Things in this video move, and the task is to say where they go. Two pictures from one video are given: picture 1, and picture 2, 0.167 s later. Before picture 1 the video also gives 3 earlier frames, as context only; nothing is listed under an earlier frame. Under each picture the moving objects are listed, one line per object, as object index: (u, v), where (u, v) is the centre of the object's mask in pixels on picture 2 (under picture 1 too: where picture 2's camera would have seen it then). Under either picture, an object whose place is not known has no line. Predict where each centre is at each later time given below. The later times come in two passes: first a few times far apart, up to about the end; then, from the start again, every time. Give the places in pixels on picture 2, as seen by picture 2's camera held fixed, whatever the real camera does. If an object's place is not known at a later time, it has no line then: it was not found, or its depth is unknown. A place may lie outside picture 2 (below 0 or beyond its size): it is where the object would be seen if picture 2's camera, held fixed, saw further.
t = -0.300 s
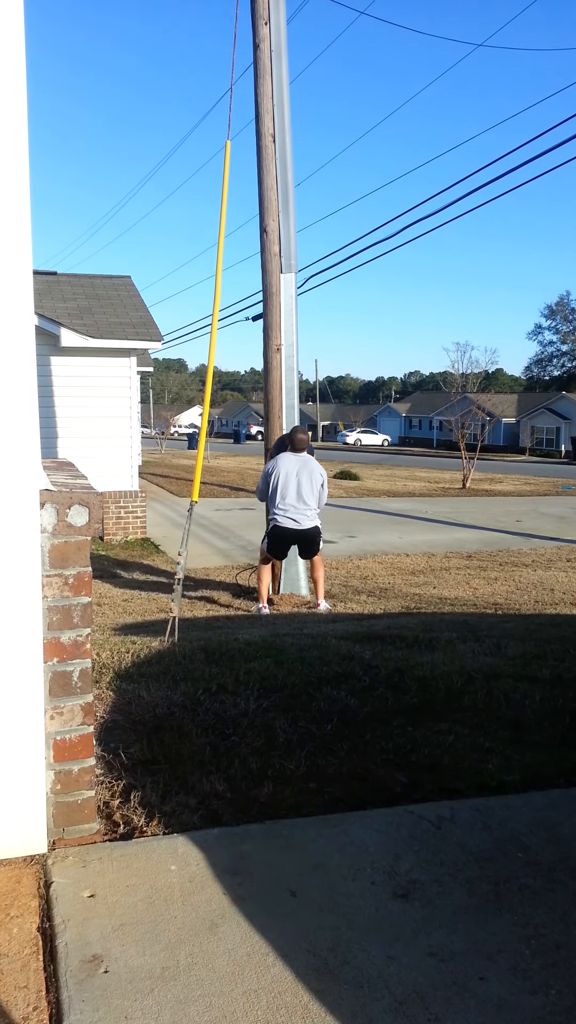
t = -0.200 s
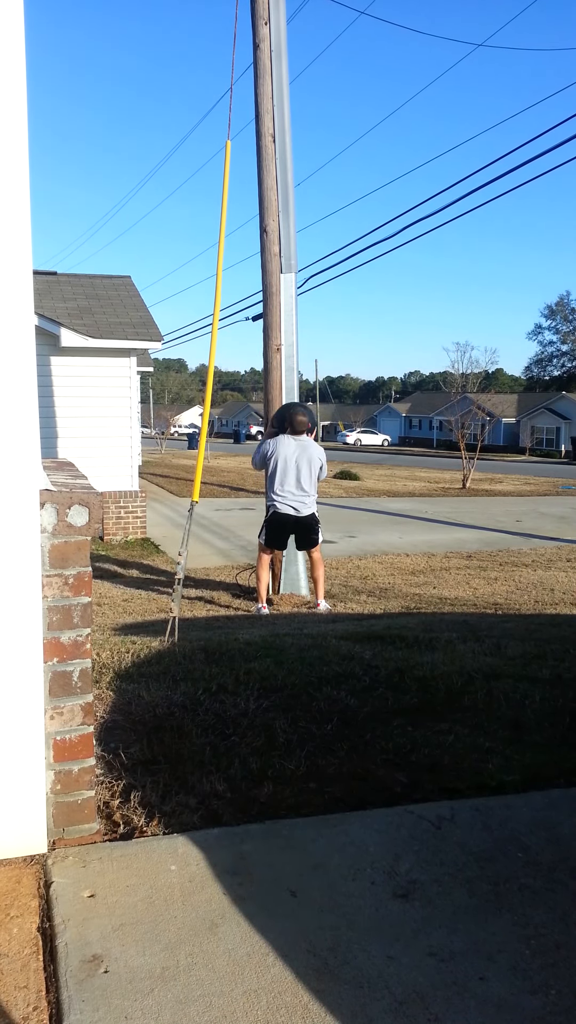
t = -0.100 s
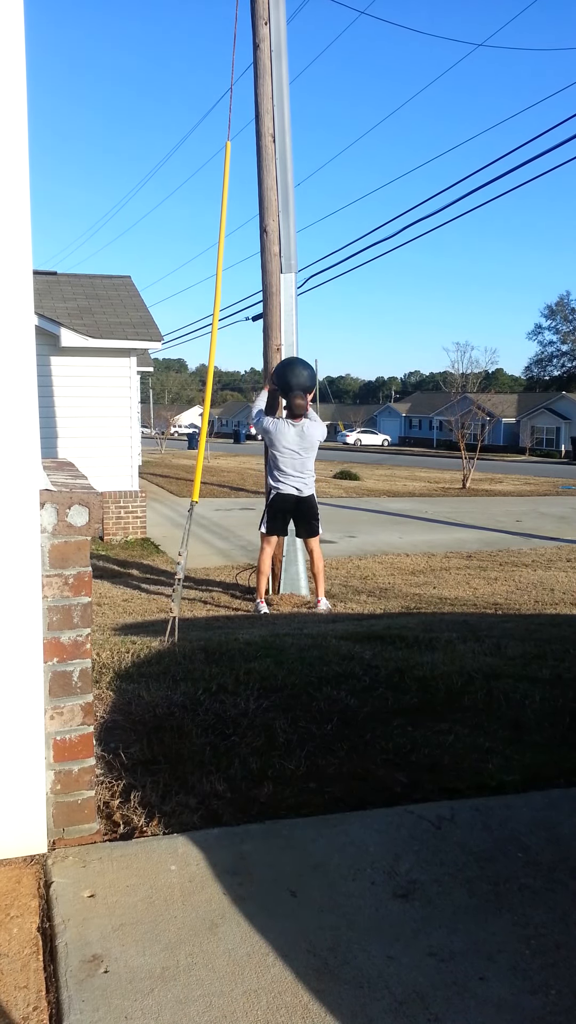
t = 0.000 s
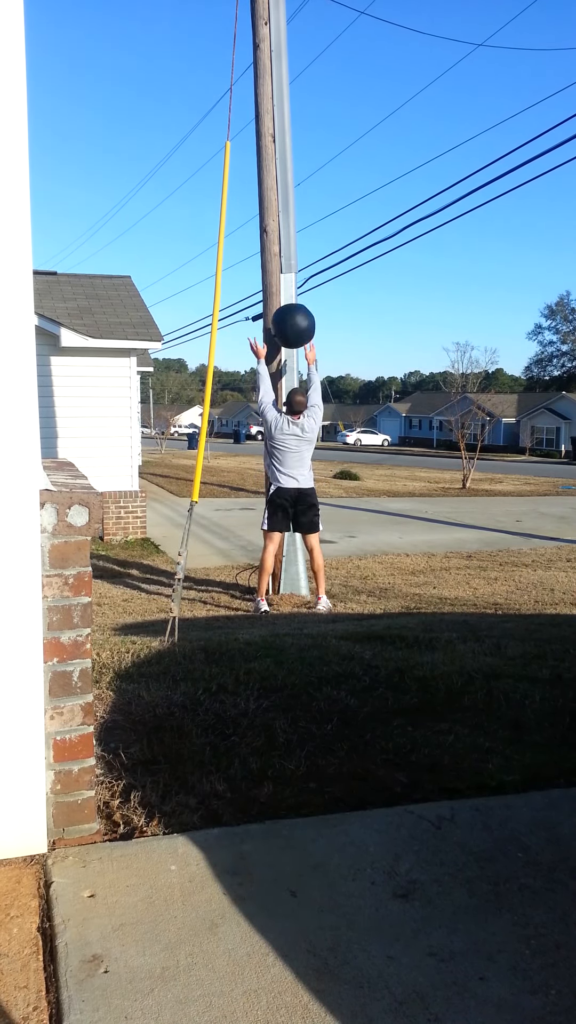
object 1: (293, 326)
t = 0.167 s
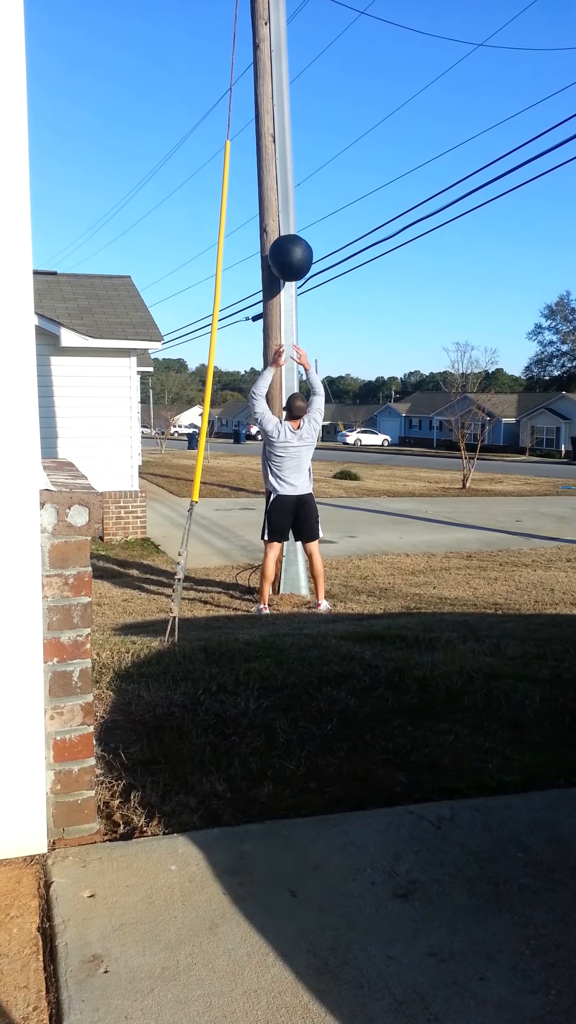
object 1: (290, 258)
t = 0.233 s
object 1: (289, 240)
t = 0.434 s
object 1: (287, 223)
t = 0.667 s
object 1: (293, 265)
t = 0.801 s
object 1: (297, 320)
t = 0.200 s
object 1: (290, 249)
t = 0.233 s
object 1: (289, 240)
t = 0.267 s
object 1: (289, 233)
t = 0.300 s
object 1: (288, 228)
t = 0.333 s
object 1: (288, 224)
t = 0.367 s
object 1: (287, 222)
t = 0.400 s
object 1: (287, 221)
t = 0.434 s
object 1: (287, 223)
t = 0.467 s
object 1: (288, 225)
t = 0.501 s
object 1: (289, 228)
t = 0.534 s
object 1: (290, 233)
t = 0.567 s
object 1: (291, 238)
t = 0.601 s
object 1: (292, 246)
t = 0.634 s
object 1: (293, 254)
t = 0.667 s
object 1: (293, 265)
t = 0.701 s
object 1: (294, 276)
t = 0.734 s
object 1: (295, 290)
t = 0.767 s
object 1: (296, 304)
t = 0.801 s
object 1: (297, 320)
